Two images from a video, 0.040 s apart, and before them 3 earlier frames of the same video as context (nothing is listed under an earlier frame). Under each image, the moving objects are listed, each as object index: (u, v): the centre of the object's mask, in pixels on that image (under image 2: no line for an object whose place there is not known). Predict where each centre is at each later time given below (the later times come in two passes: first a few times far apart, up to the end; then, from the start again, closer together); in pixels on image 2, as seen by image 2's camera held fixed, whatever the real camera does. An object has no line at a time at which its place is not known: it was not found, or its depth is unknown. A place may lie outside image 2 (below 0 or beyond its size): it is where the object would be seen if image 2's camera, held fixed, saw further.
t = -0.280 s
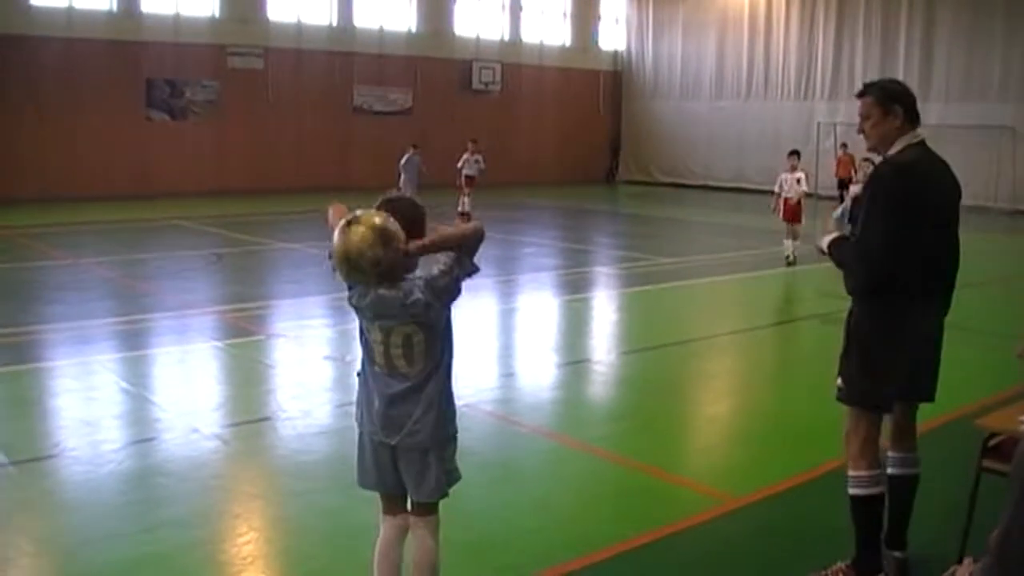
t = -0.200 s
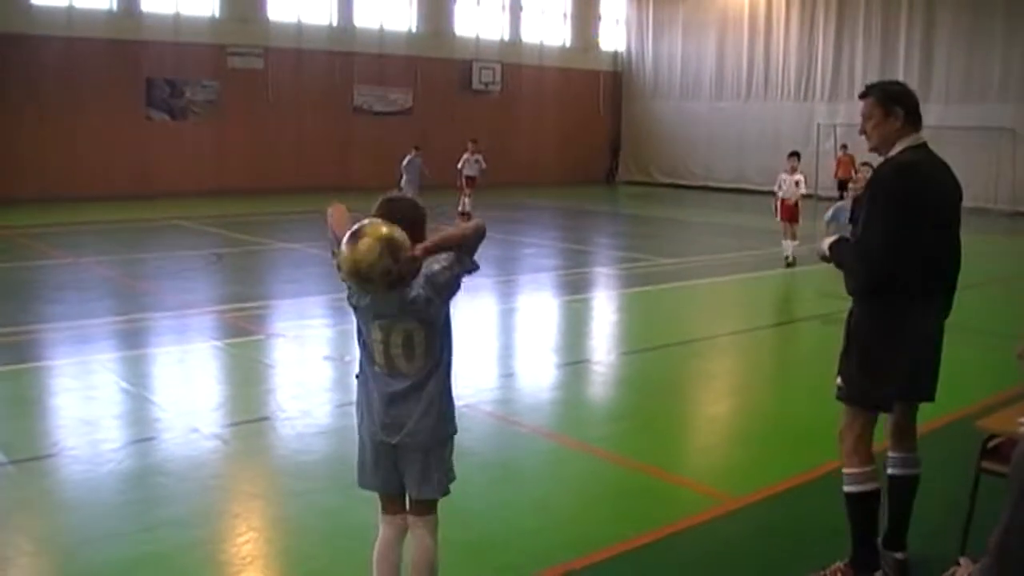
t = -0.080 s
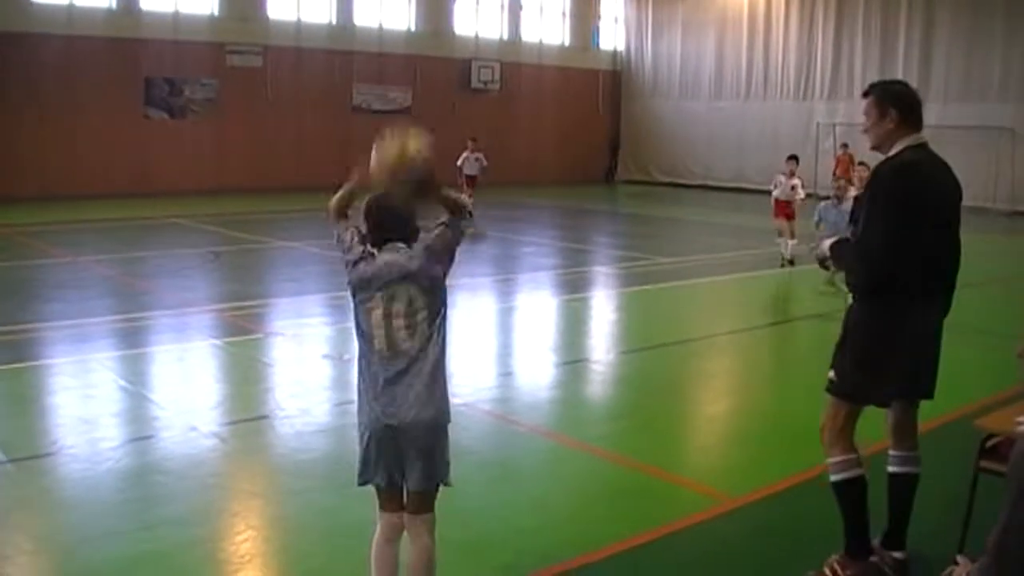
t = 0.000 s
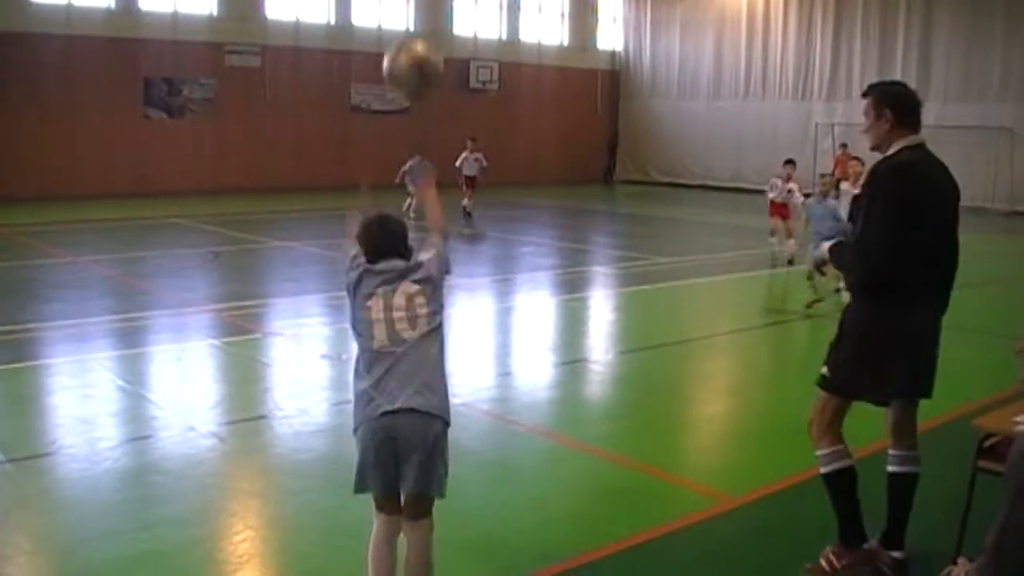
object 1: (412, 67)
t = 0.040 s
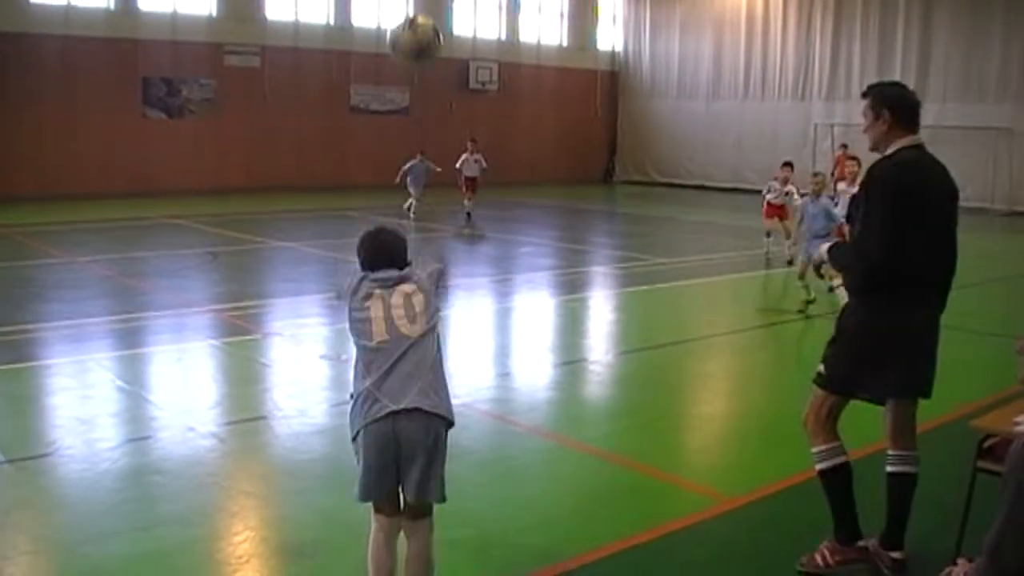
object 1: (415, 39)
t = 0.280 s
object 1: (420, 3)
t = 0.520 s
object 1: (422, 43)
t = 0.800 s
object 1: (418, 148)
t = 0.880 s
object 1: (417, 183)
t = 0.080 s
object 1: (417, 22)
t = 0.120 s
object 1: (418, 12)
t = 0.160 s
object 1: (419, 8)
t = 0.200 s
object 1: (419, 5)
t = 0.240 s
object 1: (420, 4)
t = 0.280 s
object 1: (420, 3)
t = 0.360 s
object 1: (423, 8)
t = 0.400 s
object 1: (422, 13)
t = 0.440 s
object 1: (422, 21)
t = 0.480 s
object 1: (423, 33)
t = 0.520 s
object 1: (422, 43)
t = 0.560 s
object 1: (419, 55)
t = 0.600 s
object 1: (419, 68)
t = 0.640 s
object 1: (418, 84)
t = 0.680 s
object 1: (419, 99)
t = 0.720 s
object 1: (419, 114)
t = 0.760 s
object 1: (419, 131)
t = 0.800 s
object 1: (418, 148)
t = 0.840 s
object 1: (418, 165)
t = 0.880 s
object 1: (417, 183)
